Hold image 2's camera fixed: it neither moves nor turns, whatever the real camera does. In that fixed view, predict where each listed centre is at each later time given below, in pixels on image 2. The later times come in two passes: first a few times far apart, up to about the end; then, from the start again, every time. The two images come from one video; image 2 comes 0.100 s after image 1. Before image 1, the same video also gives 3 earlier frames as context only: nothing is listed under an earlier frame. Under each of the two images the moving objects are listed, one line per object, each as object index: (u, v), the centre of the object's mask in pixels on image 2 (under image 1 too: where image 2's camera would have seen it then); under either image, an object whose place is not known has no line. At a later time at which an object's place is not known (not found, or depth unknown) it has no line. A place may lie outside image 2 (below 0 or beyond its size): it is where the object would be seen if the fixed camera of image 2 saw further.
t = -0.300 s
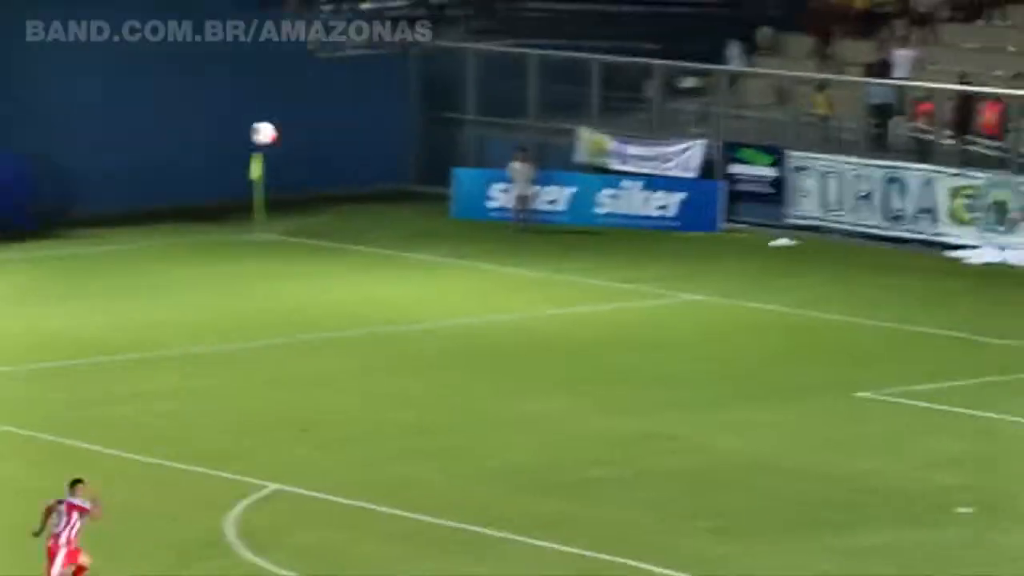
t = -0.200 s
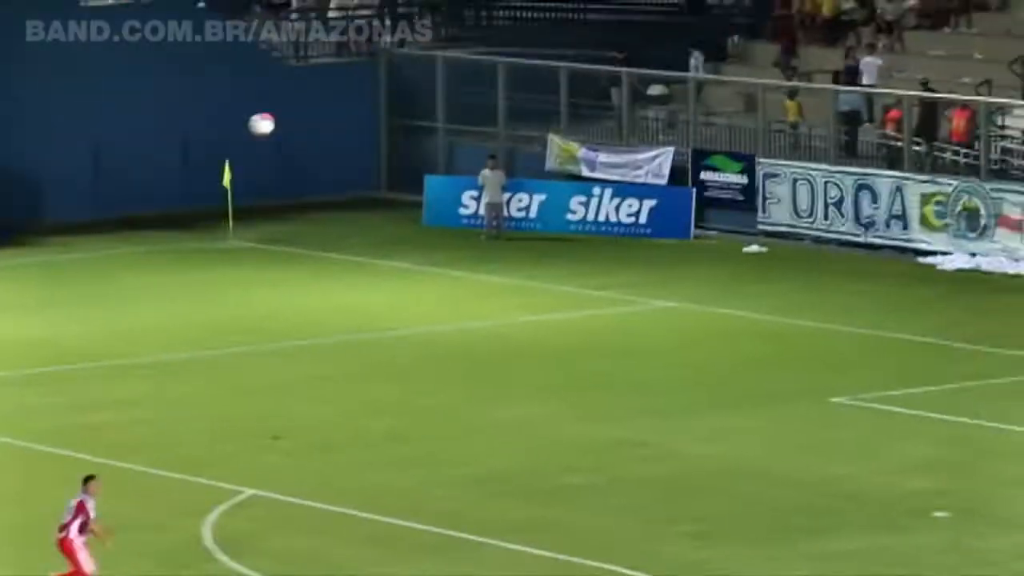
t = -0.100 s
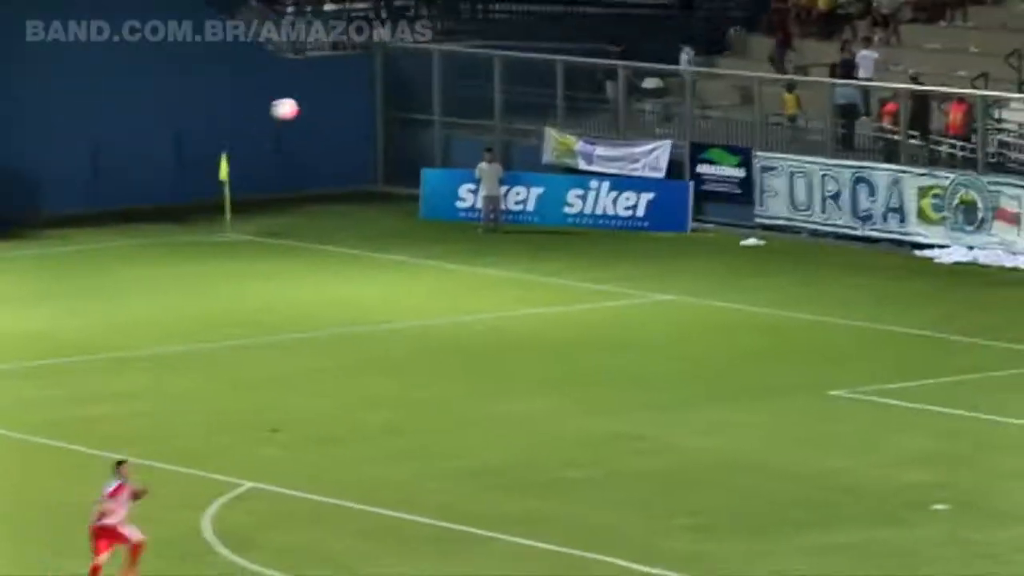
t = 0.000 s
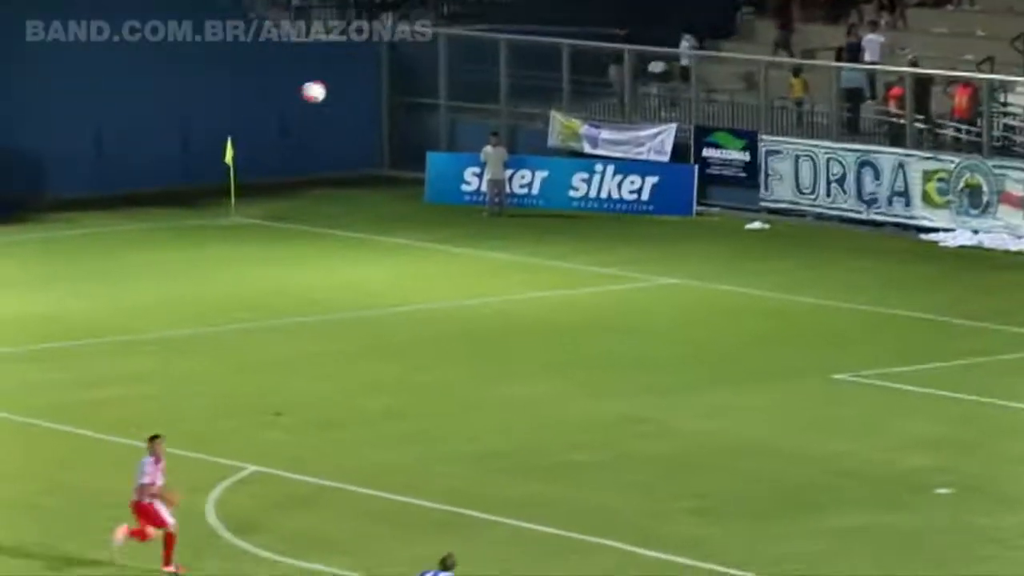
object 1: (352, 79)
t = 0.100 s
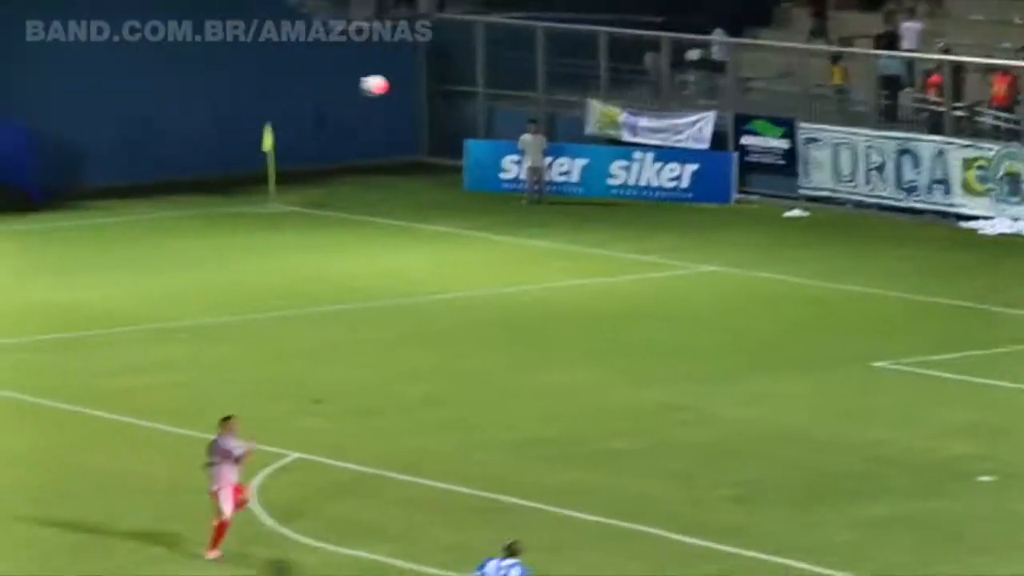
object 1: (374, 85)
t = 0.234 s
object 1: (399, 103)
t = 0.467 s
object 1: (436, 159)
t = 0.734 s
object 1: (474, 253)
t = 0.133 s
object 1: (380, 89)
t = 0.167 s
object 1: (387, 93)
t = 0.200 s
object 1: (393, 98)
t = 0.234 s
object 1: (399, 103)
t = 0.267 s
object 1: (405, 110)
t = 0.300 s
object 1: (411, 116)
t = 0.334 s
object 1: (416, 123)
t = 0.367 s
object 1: (421, 131)
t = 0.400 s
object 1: (426, 140)
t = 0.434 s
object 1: (432, 149)
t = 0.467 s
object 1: (436, 159)
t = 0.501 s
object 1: (441, 169)
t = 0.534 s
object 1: (446, 179)
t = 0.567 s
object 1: (451, 190)
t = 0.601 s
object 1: (456, 201)
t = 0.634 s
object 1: (461, 213)
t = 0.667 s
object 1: (465, 226)
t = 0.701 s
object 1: (470, 239)
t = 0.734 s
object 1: (474, 253)
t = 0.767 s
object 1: (478, 267)
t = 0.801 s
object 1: (482, 281)
